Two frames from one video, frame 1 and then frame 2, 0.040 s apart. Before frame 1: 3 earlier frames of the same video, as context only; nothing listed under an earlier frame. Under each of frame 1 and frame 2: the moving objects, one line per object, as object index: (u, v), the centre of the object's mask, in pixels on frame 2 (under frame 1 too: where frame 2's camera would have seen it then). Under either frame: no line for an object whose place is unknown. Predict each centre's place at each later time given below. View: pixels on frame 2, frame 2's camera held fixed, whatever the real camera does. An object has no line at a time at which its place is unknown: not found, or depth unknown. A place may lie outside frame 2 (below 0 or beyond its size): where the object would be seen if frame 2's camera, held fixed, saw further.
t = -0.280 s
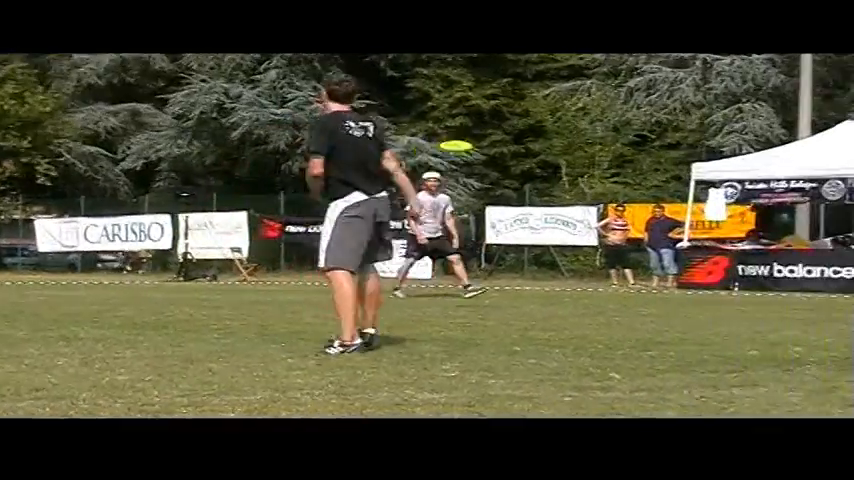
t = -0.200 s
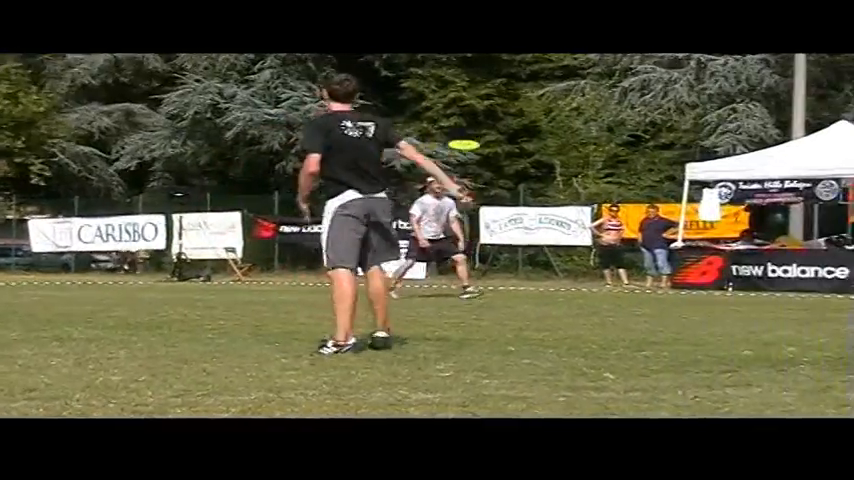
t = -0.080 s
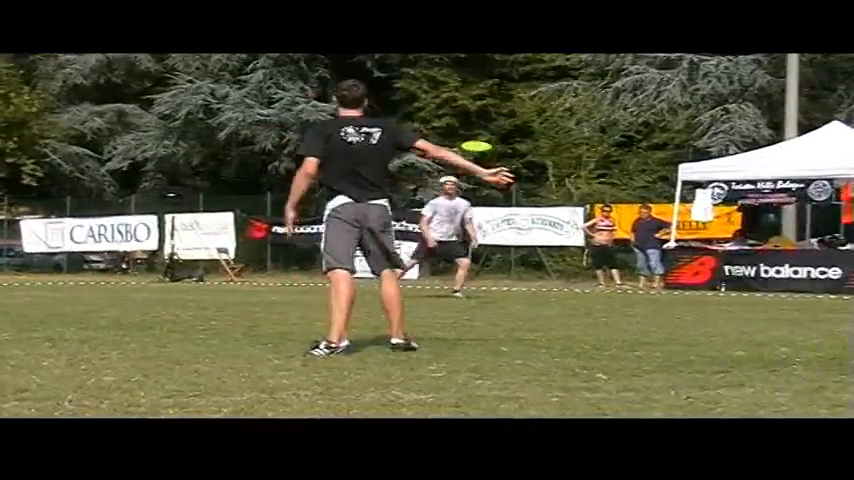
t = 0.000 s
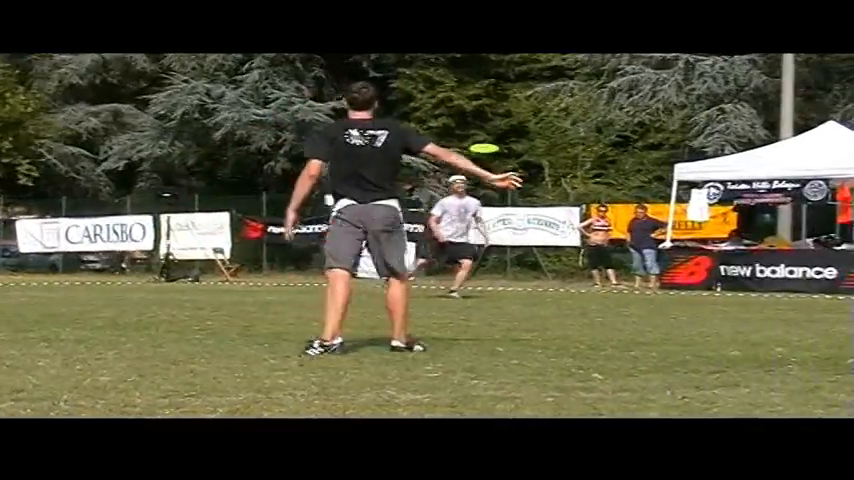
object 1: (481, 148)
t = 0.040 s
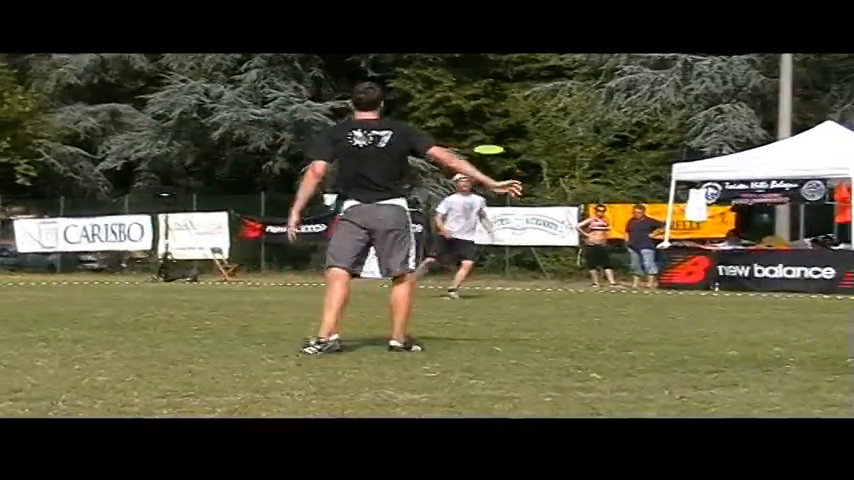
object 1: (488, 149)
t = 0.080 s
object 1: (494, 151)
